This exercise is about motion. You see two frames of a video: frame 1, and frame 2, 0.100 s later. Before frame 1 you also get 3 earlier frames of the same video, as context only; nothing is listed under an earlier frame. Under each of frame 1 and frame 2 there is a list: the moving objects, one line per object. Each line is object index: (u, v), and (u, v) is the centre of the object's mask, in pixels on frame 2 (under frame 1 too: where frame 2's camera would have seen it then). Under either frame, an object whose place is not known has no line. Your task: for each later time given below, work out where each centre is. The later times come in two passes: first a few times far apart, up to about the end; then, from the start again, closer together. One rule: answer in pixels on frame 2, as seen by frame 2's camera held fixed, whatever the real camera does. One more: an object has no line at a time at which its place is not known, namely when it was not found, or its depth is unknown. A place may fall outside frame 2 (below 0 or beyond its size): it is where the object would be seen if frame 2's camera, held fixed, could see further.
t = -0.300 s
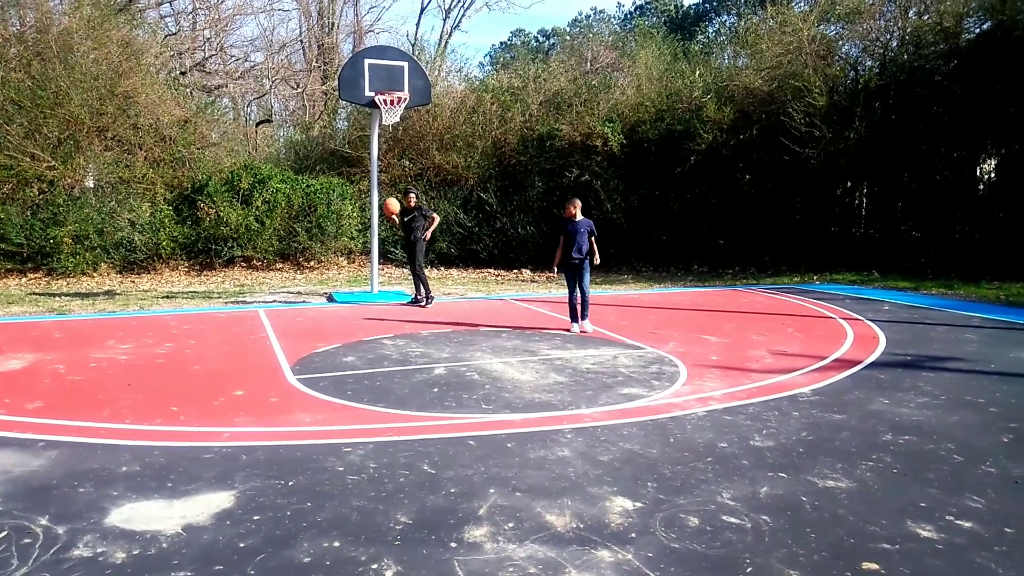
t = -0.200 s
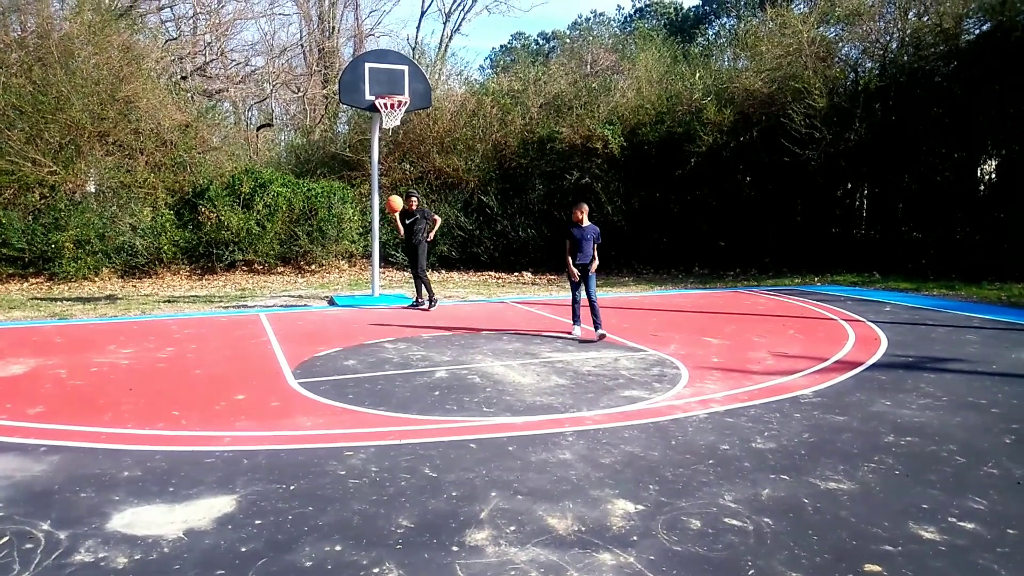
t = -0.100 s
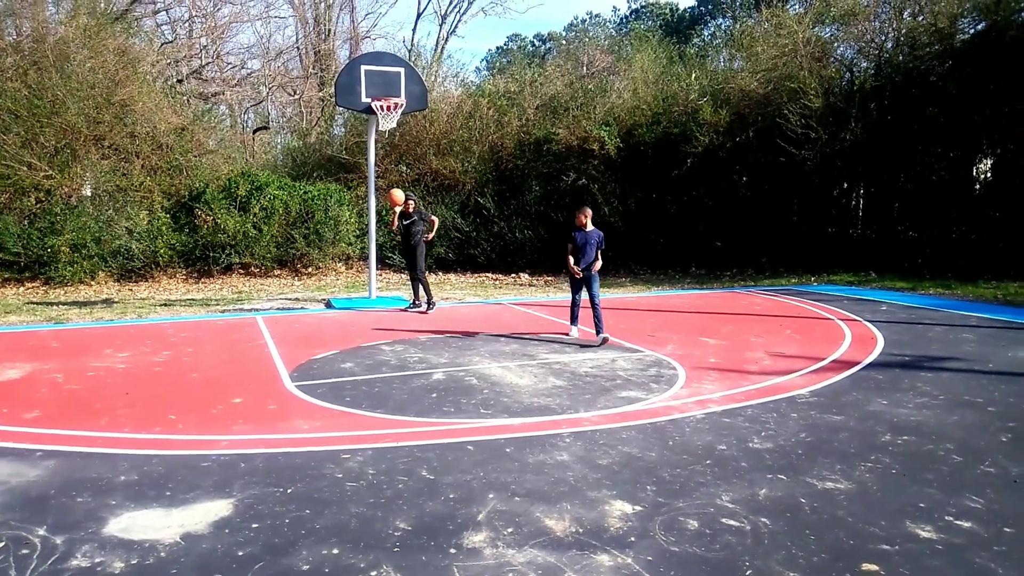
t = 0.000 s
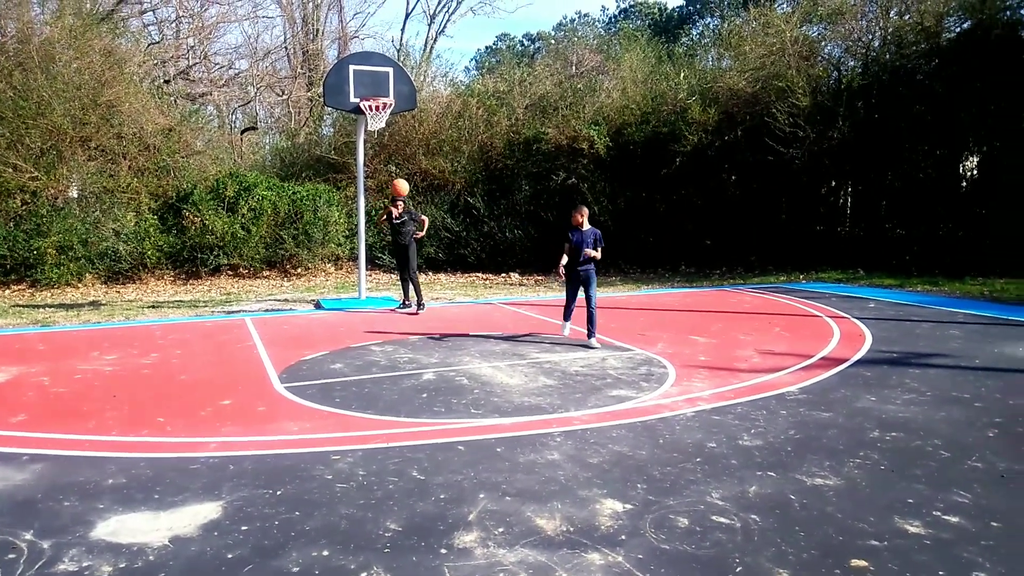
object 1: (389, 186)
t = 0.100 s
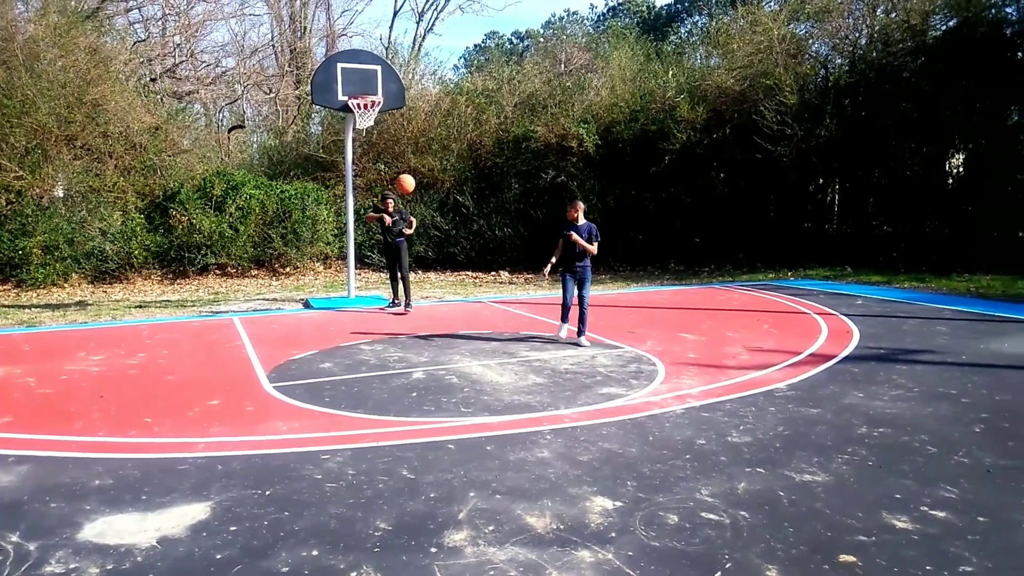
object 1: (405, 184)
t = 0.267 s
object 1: (436, 197)
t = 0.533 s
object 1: (497, 277)
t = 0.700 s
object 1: (536, 333)
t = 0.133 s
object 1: (411, 184)
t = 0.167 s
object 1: (417, 186)
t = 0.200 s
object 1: (423, 189)
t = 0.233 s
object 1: (429, 193)
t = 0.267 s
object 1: (436, 197)
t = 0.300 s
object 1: (443, 203)
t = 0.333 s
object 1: (450, 210)
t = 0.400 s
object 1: (464, 228)
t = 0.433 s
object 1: (472, 238)
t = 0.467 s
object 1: (480, 250)
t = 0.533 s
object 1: (497, 277)
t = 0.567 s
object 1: (505, 293)
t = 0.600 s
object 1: (514, 311)
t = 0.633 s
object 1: (523, 330)
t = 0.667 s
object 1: (532, 347)
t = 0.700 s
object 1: (536, 333)
